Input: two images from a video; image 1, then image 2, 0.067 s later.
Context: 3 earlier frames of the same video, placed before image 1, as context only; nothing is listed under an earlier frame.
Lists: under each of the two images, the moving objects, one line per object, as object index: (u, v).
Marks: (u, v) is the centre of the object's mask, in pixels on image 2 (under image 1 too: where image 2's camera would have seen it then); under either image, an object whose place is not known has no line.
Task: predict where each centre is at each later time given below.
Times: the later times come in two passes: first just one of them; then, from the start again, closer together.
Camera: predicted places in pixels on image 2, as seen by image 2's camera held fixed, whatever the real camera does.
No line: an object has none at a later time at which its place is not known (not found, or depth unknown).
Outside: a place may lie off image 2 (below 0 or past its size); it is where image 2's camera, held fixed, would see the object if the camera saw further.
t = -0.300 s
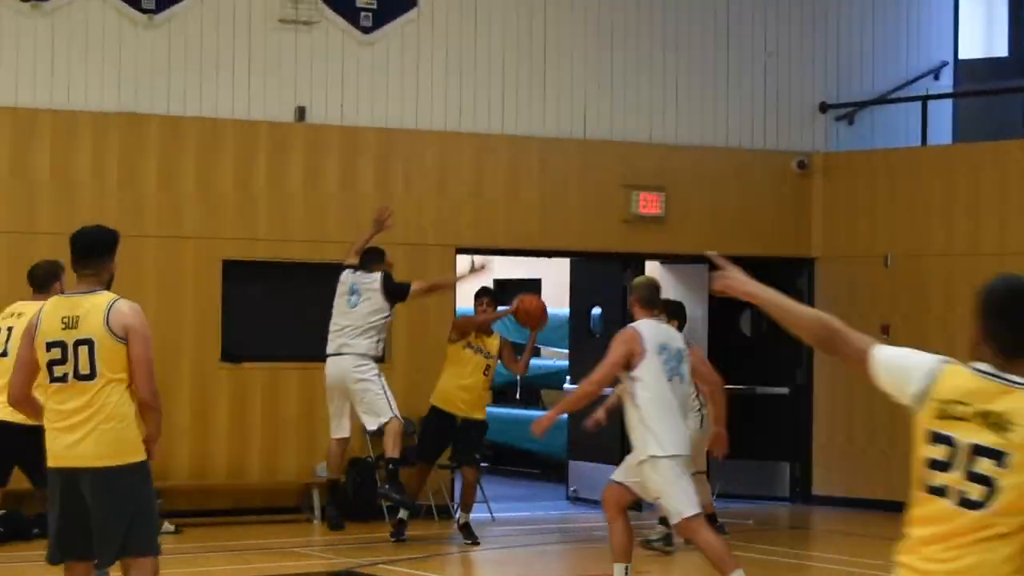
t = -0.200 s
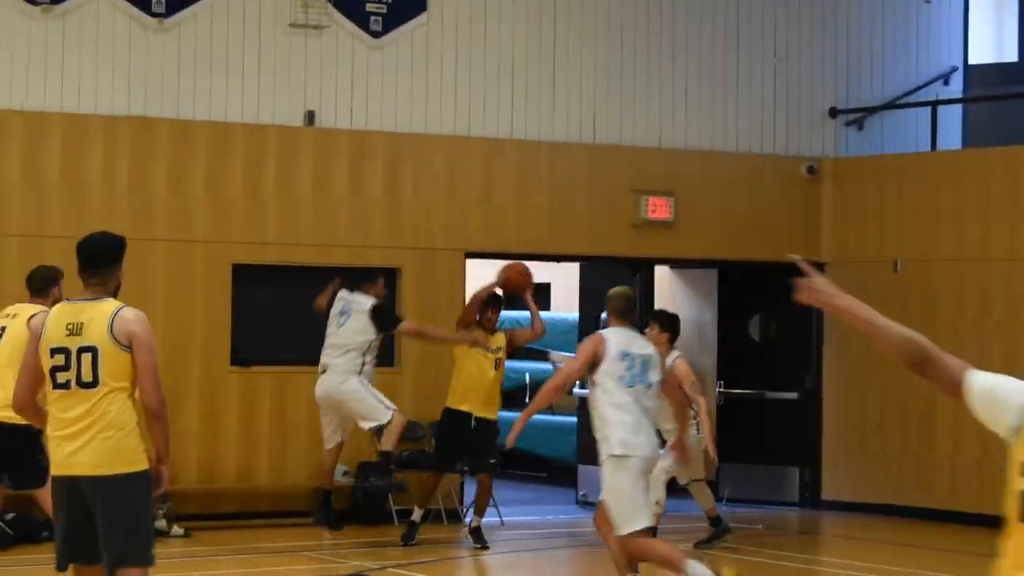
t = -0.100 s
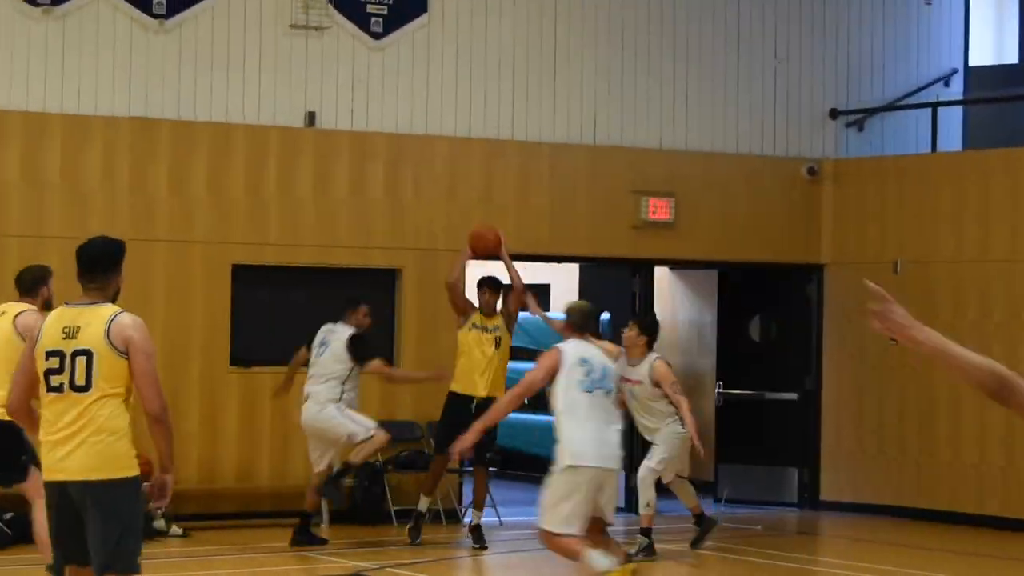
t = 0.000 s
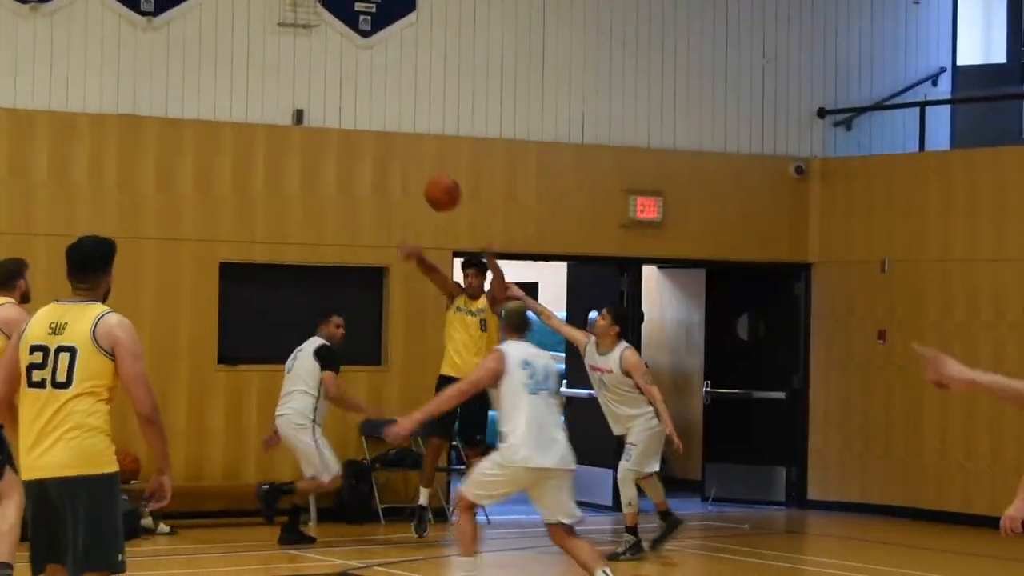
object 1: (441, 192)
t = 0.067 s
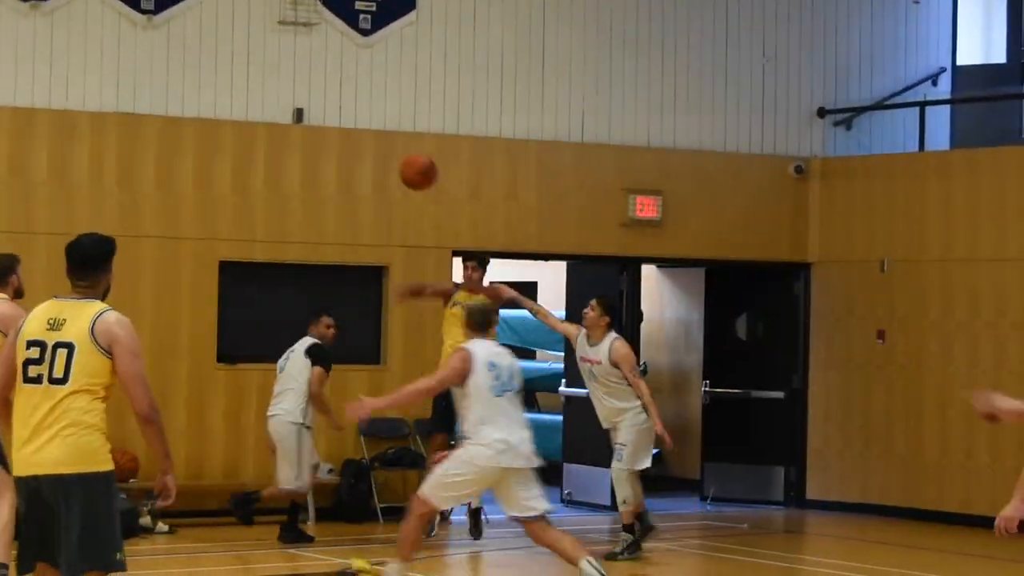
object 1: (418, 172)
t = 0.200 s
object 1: (361, 147)
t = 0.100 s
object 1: (404, 163)
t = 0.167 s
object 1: (376, 151)
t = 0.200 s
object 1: (361, 147)
